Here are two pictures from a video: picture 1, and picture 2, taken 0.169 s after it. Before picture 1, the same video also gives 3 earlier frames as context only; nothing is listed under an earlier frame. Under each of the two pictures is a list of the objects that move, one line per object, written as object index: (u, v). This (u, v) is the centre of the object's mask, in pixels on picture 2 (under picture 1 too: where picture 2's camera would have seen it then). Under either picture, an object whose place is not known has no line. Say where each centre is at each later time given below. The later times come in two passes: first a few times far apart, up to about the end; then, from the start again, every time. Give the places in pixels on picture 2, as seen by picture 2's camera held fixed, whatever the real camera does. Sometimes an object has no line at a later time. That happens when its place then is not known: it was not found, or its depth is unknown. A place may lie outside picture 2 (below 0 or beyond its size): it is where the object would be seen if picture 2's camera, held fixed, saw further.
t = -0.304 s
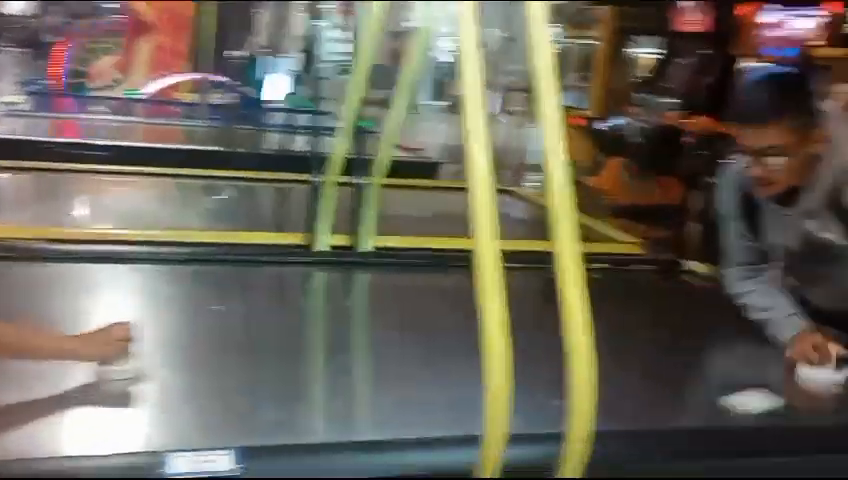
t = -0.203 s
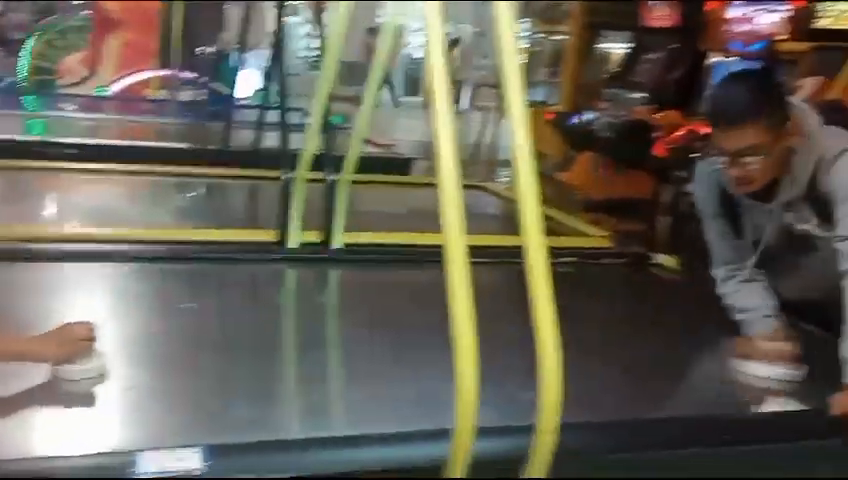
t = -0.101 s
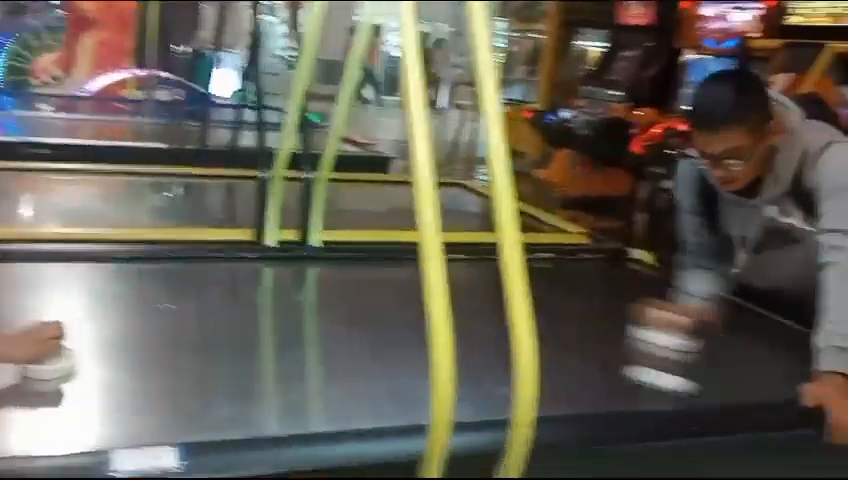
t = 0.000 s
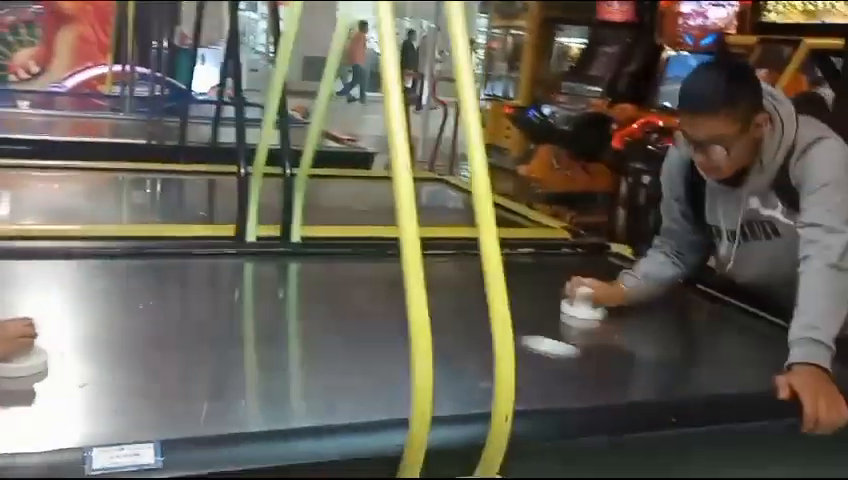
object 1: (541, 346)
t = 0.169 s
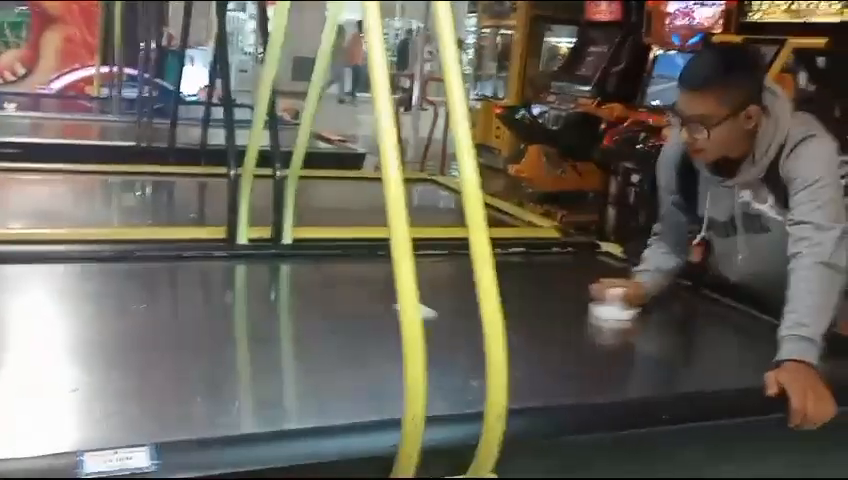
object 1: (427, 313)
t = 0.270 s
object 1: (350, 293)
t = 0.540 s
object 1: (218, 264)
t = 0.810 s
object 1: (150, 302)
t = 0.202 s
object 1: (386, 304)
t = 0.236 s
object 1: (370, 299)
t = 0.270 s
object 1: (350, 293)
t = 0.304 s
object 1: (330, 287)
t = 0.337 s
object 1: (310, 282)
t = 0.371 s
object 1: (292, 276)
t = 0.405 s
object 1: (273, 271)
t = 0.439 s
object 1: (255, 266)
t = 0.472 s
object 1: (237, 261)
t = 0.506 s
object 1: (226, 261)
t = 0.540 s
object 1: (218, 264)
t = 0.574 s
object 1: (211, 268)
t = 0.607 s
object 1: (204, 272)
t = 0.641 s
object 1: (197, 277)
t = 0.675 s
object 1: (191, 281)
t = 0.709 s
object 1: (180, 286)
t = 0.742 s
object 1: (171, 291)
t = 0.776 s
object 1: (160, 296)
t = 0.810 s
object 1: (150, 302)
